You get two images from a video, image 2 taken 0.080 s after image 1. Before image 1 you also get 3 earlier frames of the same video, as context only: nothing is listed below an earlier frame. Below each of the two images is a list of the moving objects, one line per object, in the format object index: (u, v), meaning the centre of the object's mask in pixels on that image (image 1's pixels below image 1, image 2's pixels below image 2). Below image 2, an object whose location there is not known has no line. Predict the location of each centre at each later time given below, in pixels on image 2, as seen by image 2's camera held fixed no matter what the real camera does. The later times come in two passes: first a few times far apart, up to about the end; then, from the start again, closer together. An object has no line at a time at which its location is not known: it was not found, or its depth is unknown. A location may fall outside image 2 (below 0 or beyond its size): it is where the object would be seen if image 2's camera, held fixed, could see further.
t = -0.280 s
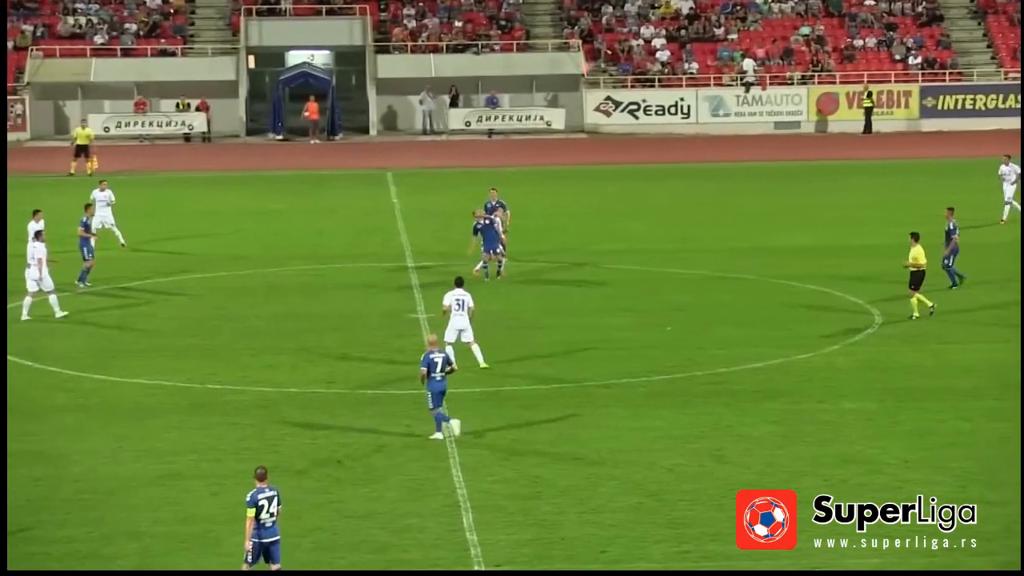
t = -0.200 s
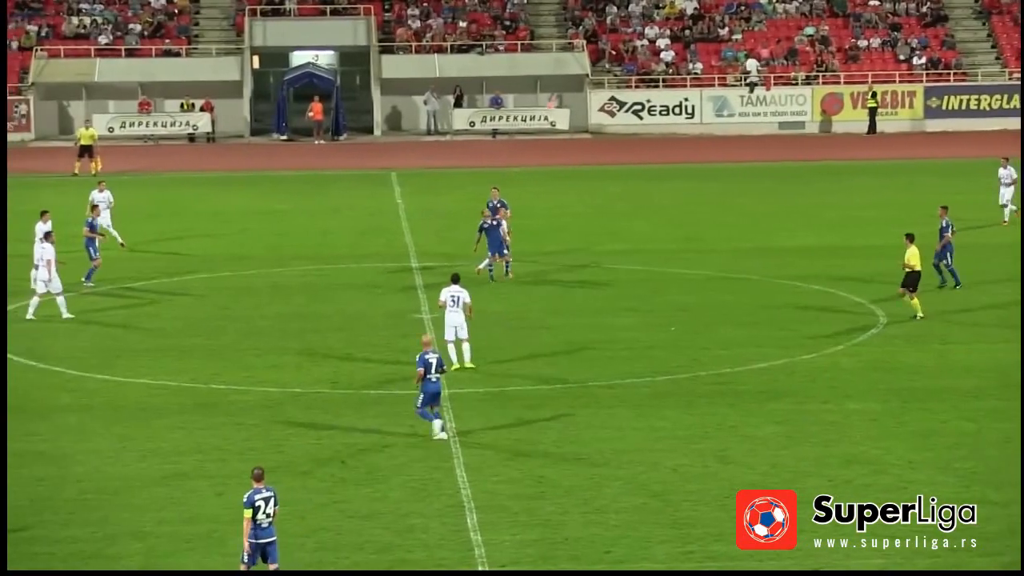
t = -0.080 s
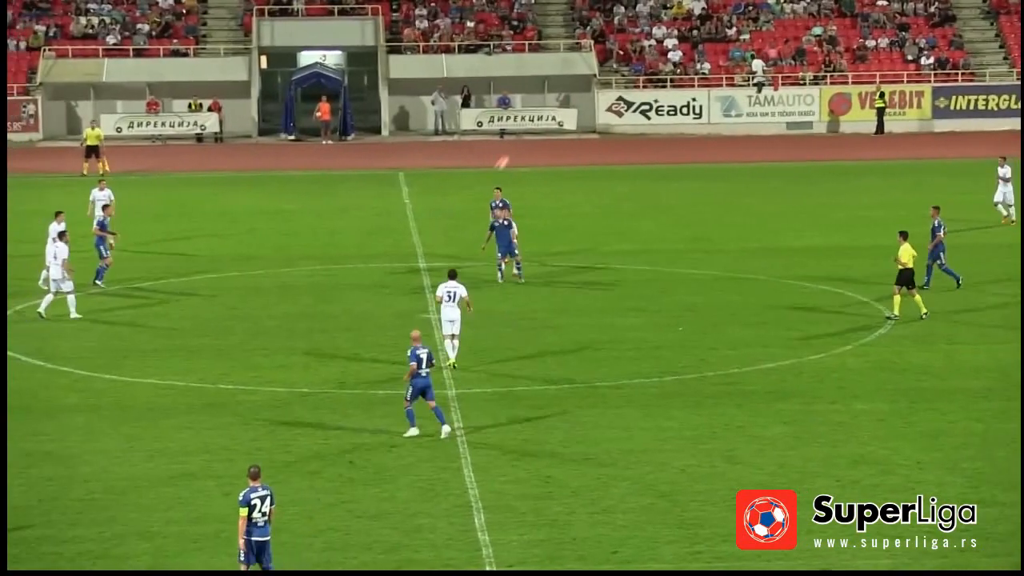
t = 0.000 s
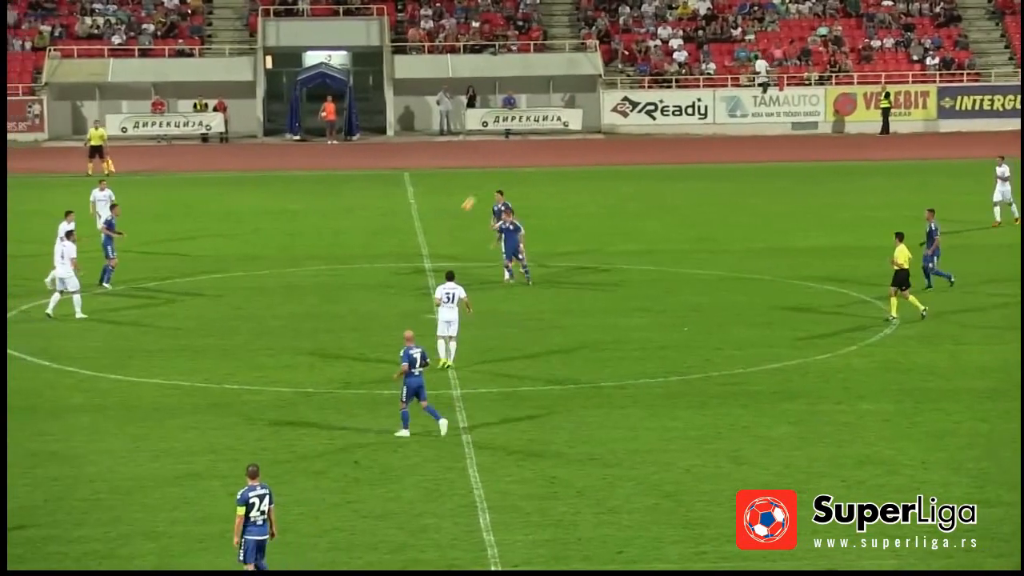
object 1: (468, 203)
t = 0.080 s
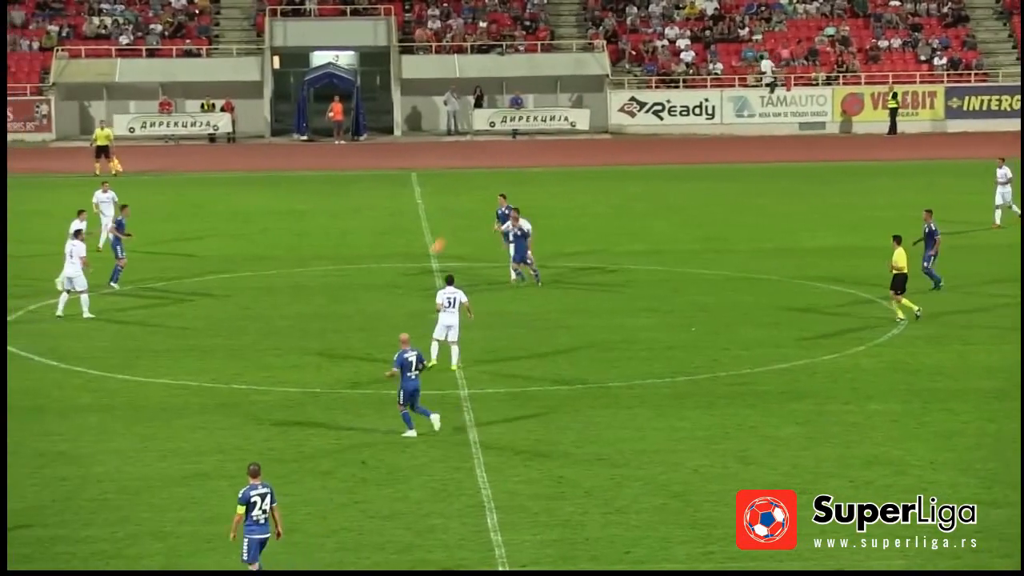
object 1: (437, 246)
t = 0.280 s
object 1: (374, 234)
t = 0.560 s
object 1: (307, 164)
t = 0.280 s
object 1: (374, 234)
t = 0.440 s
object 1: (336, 190)
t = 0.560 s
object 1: (307, 164)
